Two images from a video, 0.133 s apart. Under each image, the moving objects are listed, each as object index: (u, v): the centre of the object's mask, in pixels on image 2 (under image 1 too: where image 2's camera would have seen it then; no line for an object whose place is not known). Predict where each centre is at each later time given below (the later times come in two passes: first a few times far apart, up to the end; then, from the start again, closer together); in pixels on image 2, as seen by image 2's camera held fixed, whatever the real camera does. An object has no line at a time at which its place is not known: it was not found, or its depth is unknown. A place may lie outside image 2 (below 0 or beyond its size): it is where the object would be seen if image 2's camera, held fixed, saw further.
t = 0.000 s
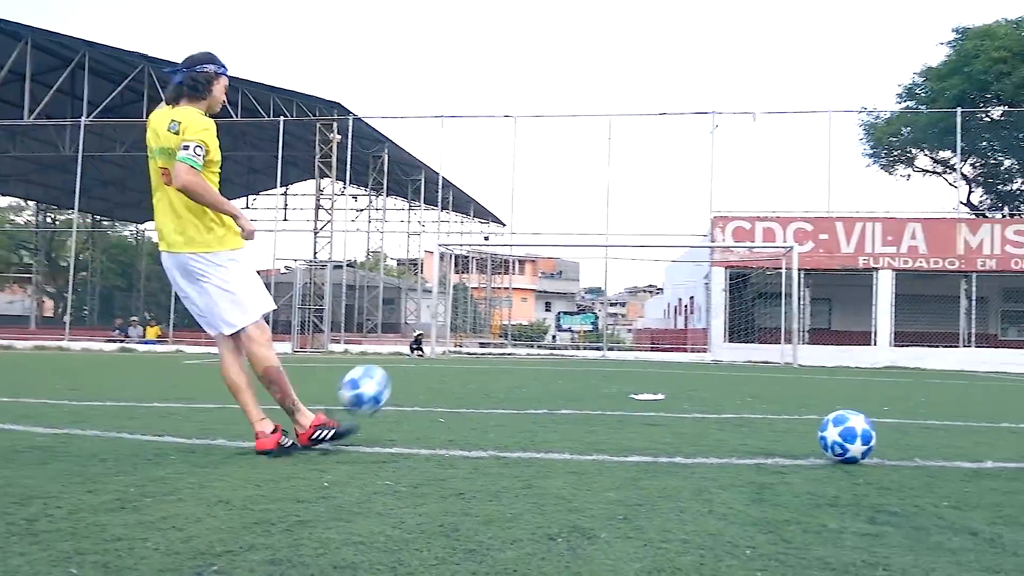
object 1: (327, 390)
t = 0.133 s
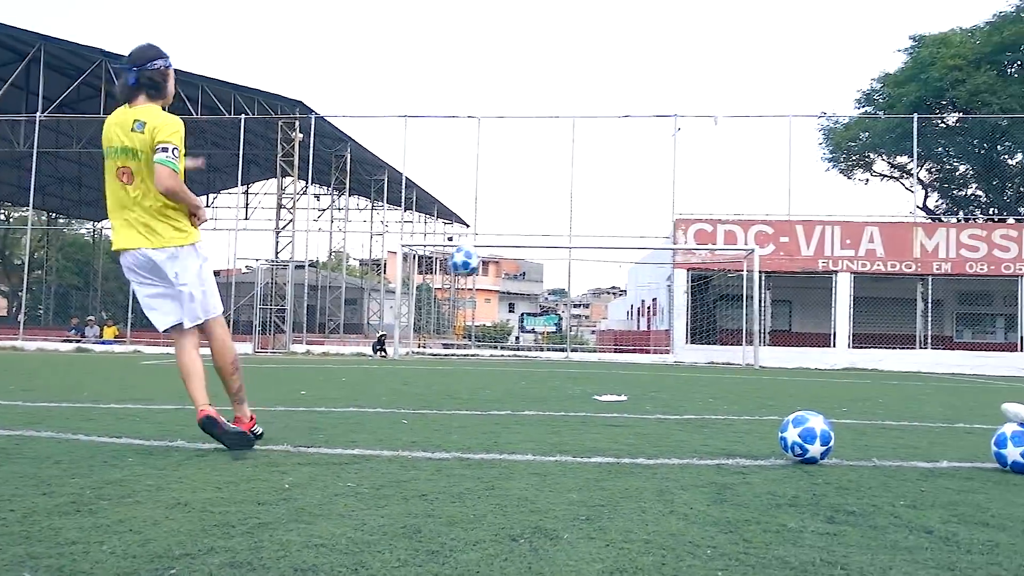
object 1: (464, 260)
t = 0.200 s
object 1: (501, 230)
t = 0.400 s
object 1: (563, 190)
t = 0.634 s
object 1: (596, 190)
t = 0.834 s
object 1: (610, 207)
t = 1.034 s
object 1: (617, 234)
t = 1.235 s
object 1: (622, 251)
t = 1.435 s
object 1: (628, 226)
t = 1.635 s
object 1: (634, 214)
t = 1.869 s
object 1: (642, 218)
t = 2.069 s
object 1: (648, 240)
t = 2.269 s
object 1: (655, 270)
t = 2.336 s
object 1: (655, 267)
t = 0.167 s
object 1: (485, 244)
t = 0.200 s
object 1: (501, 230)
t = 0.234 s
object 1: (516, 219)
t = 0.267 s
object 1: (527, 210)
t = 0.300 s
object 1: (539, 203)
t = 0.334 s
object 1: (548, 198)
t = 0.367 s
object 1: (556, 194)
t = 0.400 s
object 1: (563, 190)
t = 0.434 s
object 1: (569, 188)
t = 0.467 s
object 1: (575, 187)
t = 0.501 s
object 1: (581, 186)
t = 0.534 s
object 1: (585, 186)
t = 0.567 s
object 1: (589, 186)
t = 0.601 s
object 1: (593, 188)
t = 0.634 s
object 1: (596, 190)
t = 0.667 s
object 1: (599, 191)
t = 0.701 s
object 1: (602, 194)
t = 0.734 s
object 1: (604, 197)
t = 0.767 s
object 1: (606, 200)
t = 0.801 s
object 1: (608, 204)
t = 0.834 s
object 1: (610, 207)
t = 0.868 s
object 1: (611, 211)
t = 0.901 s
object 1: (613, 215)
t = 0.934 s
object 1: (614, 220)
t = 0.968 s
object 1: (615, 225)
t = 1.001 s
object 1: (616, 229)
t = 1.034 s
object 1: (617, 234)
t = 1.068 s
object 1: (618, 240)
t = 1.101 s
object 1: (618, 243)
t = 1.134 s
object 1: (619, 251)
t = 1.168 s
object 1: (620, 256)
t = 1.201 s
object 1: (621, 256)
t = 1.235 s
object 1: (622, 251)
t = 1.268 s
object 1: (623, 242)
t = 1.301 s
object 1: (624, 240)
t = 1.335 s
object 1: (625, 236)
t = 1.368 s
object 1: (626, 232)
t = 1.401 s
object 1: (627, 228)
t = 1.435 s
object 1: (628, 226)
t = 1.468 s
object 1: (628, 223)
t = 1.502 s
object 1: (629, 222)
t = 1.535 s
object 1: (630, 219)
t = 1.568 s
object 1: (632, 217)
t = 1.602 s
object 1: (633, 216)
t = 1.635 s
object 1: (634, 214)
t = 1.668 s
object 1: (635, 213)
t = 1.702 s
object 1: (636, 212)
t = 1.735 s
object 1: (638, 213)
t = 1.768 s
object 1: (638, 214)
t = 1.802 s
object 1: (639, 214)
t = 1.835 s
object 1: (640, 216)
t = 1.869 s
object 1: (642, 218)
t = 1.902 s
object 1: (643, 220)
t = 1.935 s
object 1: (644, 224)
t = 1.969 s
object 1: (645, 227)
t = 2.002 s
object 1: (646, 231)
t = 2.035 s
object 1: (647, 235)
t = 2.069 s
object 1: (648, 240)
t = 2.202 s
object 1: (653, 264)
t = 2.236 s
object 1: (654, 268)
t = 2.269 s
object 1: (655, 270)
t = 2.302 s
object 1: (655, 269)
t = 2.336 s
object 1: (655, 267)
